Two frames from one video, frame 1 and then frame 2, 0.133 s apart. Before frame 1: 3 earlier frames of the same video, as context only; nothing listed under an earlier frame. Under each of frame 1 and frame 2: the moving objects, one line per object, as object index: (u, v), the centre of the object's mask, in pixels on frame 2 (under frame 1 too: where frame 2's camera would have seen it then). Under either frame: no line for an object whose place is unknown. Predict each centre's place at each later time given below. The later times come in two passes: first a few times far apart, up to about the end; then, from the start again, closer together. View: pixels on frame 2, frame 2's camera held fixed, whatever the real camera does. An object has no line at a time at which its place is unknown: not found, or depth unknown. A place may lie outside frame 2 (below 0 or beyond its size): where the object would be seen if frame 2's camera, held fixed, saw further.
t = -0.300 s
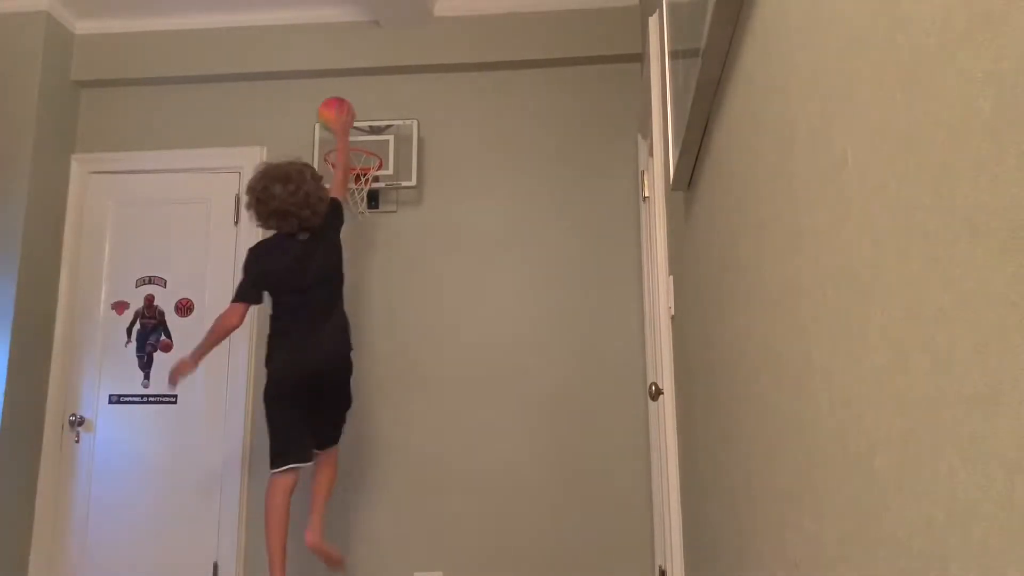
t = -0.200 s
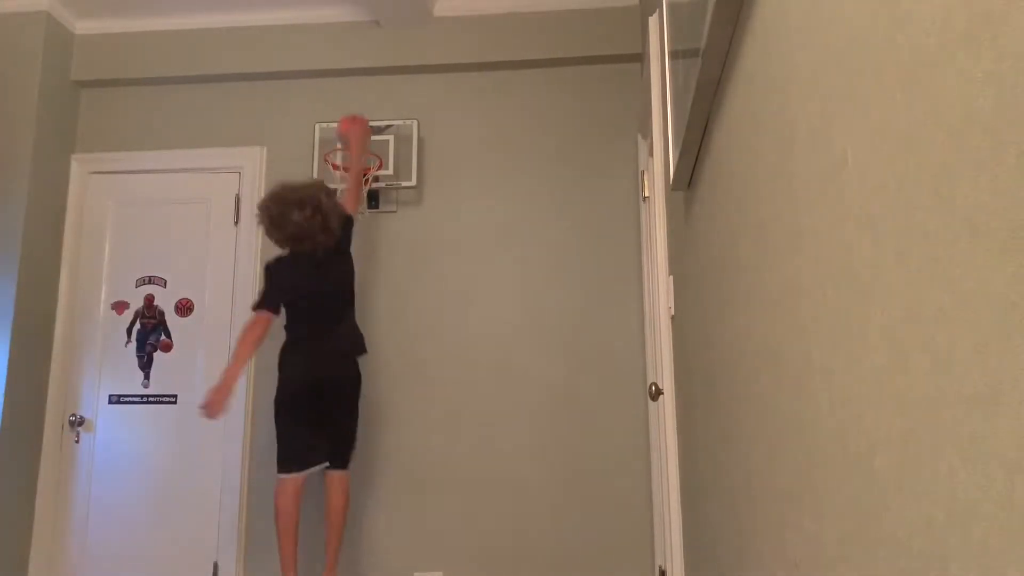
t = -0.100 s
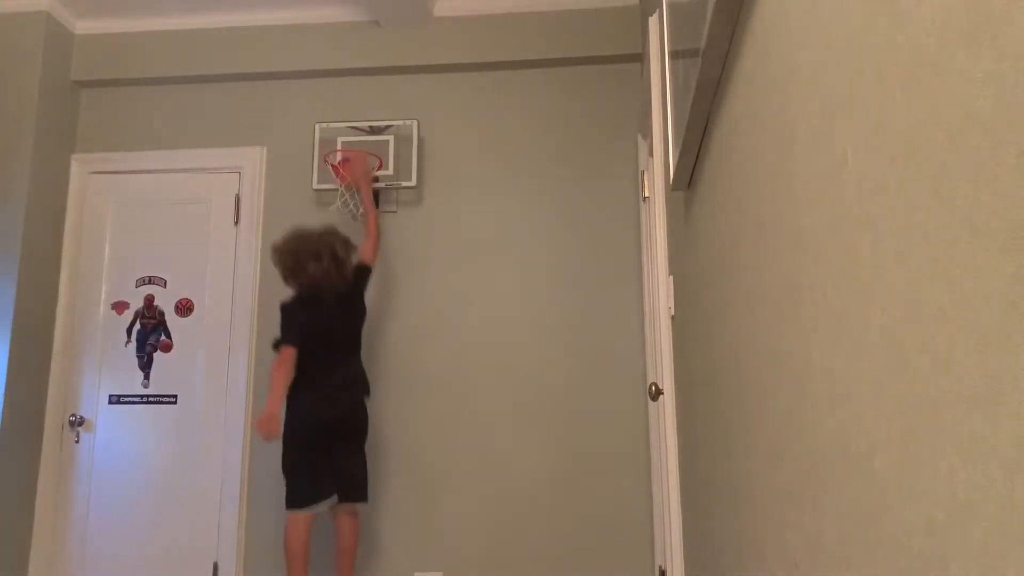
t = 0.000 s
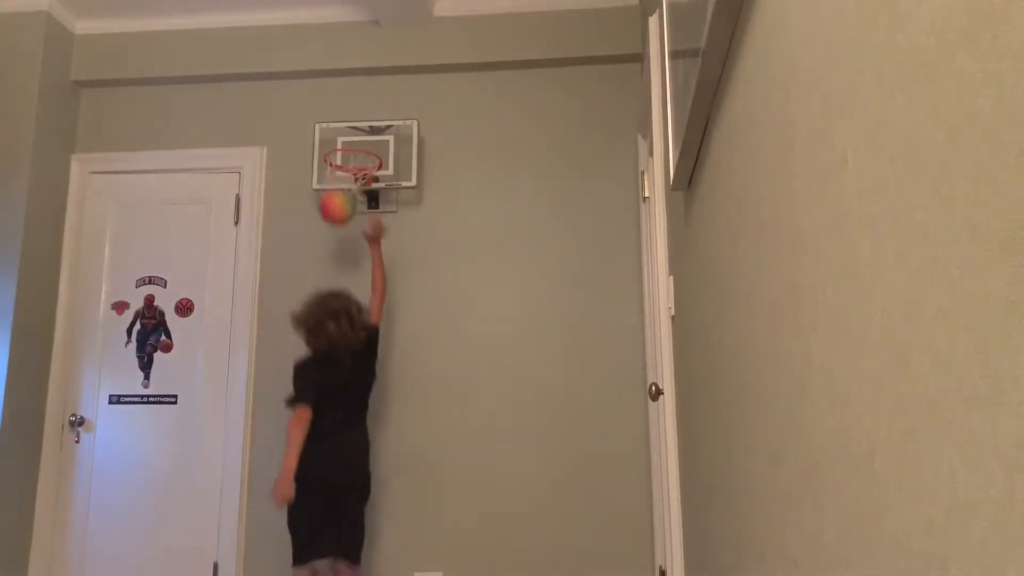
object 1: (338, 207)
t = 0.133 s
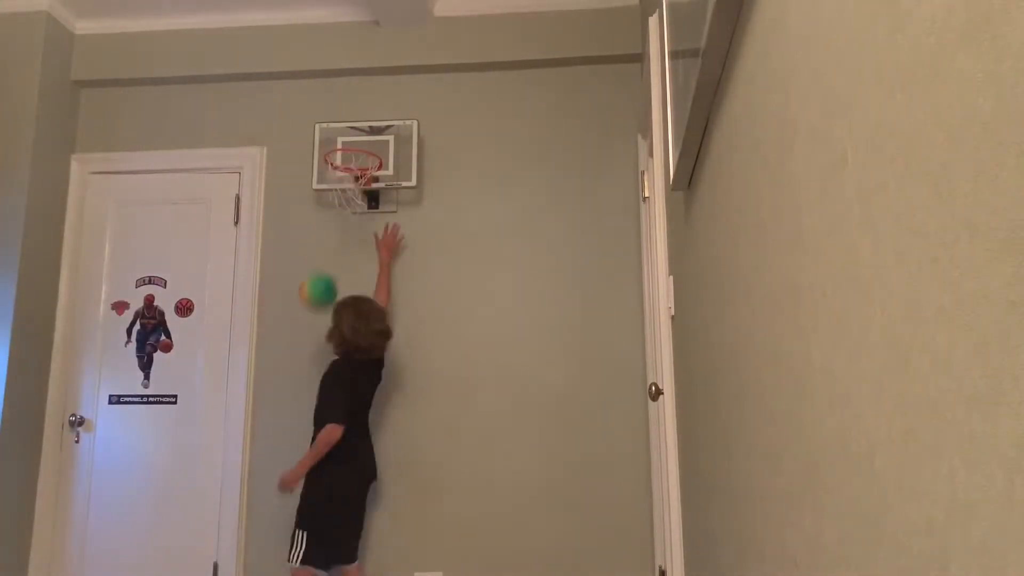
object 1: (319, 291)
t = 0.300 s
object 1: (287, 478)
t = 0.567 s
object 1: (254, 515)
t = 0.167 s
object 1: (315, 322)
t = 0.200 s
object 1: (309, 356)
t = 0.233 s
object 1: (301, 393)
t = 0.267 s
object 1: (294, 433)
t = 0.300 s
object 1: (287, 478)
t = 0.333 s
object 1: (280, 527)
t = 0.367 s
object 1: (274, 568)
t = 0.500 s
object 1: (256, 570)
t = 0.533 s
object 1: (255, 550)
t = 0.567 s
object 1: (254, 515)
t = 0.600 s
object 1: (252, 482)
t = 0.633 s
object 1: (249, 454)
